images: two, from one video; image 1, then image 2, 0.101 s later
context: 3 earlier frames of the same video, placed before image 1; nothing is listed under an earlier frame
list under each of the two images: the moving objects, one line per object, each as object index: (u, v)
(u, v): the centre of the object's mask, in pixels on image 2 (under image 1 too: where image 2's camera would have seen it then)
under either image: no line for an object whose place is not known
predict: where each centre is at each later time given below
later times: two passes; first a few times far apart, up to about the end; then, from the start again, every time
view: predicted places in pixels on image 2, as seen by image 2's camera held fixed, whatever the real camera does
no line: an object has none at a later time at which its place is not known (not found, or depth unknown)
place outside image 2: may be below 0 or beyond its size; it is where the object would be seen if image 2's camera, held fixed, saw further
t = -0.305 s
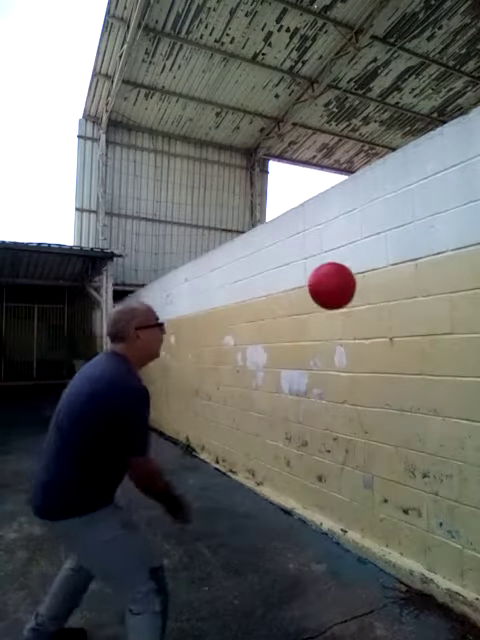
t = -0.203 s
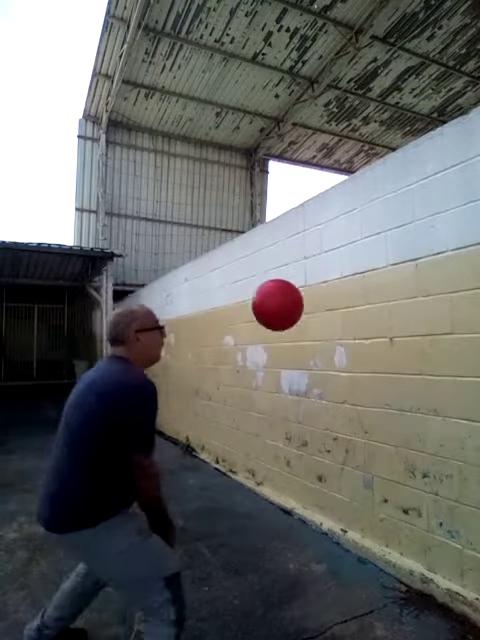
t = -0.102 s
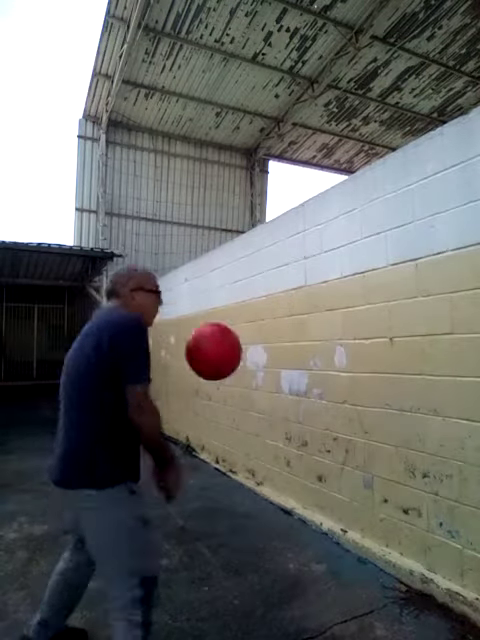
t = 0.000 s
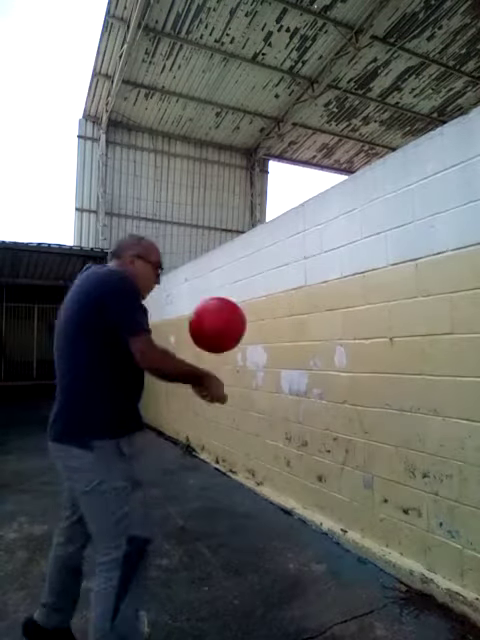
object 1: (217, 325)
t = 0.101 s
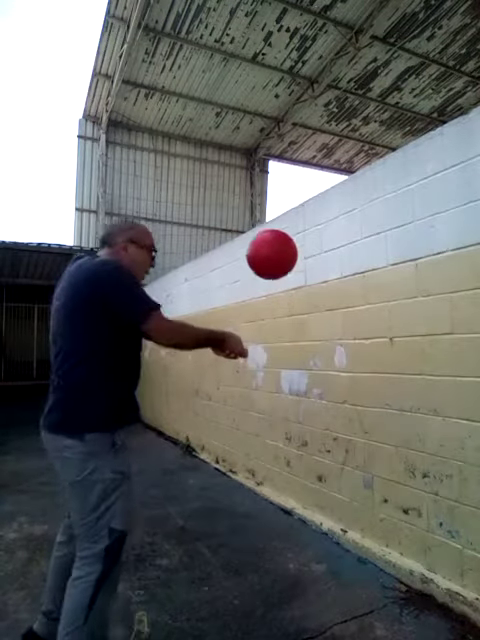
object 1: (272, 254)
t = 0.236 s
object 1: (329, 212)
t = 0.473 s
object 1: (335, 208)
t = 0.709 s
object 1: (245, 277)
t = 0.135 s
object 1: (287, 239)
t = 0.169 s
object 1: (302, 227)
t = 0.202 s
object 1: (316, 219)
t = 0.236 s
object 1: (329, 212)
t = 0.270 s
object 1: (341, 209)
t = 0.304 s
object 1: (353, 208)
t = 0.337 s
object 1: (364, 208)
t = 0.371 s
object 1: (371, 210)
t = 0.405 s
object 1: (359, 207)
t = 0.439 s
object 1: (347, 206)
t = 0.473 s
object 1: (335, 208)
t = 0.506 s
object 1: (324, 211)
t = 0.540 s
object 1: (311, 216)
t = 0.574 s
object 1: (299, 224)
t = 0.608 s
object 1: (286, 233)
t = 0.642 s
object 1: (272, 245)
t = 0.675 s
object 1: (259, 259)
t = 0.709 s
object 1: (245, 277)
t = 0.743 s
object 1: (231, 296)
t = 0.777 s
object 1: (216, 318)
